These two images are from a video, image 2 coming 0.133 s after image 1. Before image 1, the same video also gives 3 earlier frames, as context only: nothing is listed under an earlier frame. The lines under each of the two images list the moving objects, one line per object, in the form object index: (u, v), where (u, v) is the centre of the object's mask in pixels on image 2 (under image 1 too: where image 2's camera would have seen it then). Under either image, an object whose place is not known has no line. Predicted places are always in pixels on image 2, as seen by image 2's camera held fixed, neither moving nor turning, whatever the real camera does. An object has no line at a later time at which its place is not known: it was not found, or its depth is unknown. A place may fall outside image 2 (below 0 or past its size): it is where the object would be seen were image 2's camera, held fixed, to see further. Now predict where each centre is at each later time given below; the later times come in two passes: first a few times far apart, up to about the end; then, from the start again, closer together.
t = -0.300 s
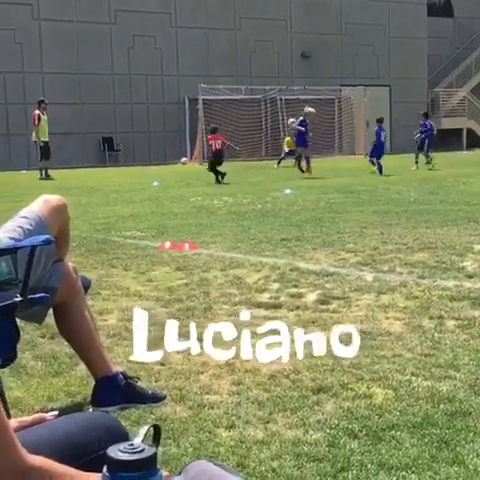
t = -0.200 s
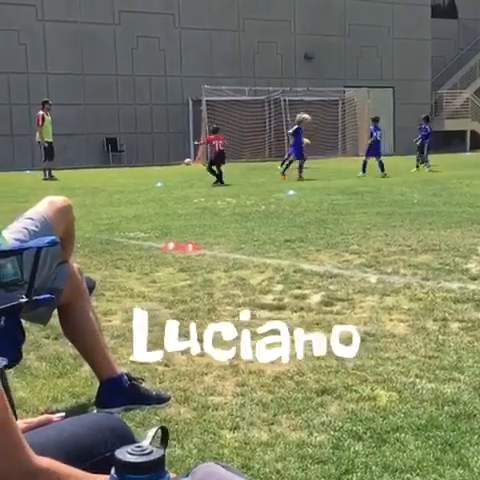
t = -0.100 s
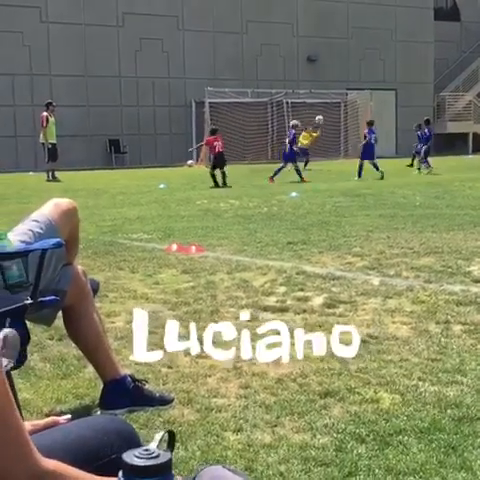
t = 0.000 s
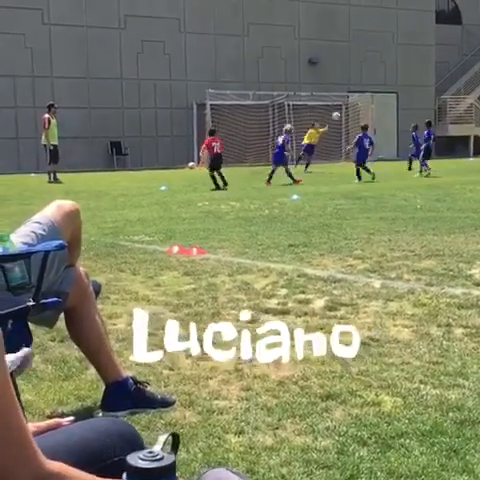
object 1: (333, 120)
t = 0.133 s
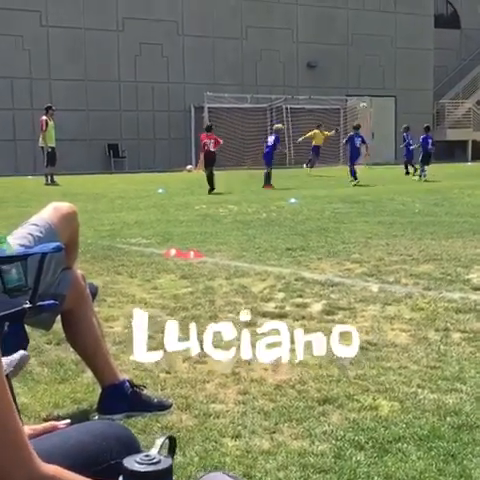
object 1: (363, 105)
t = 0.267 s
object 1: (391, 98)
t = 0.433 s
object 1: (424, 101)
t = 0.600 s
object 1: (456, 111)
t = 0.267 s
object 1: (391, 98)
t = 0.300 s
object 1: (398, 98)
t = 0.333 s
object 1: (404, 99)
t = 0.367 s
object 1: (411, 99)
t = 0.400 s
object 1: (418, 100)
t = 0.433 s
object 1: (424, 101)
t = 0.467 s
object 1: (431, 103)
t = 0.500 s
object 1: (437, 105)
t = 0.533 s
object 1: (443, 107)
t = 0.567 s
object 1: (450, 108)
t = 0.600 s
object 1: (456, 111)
